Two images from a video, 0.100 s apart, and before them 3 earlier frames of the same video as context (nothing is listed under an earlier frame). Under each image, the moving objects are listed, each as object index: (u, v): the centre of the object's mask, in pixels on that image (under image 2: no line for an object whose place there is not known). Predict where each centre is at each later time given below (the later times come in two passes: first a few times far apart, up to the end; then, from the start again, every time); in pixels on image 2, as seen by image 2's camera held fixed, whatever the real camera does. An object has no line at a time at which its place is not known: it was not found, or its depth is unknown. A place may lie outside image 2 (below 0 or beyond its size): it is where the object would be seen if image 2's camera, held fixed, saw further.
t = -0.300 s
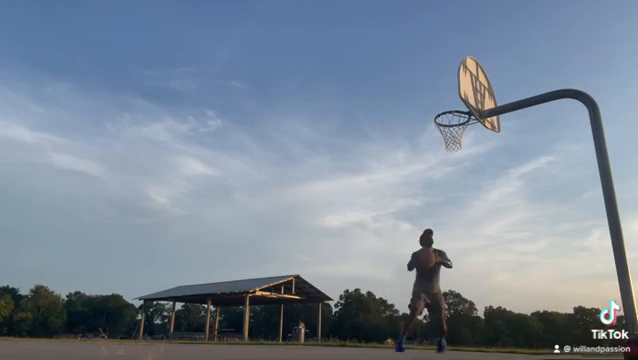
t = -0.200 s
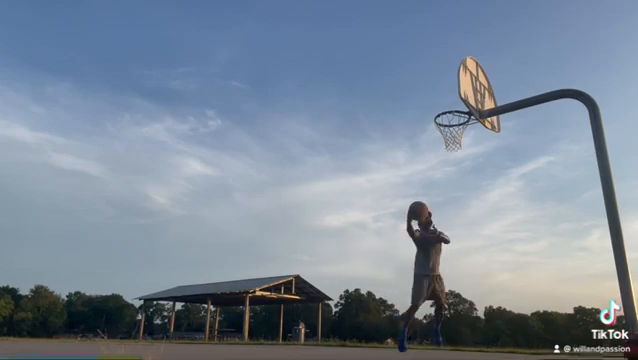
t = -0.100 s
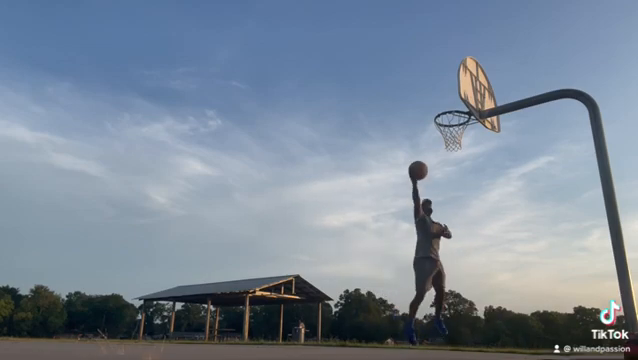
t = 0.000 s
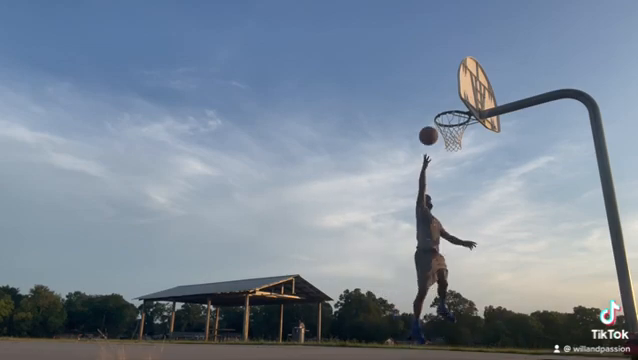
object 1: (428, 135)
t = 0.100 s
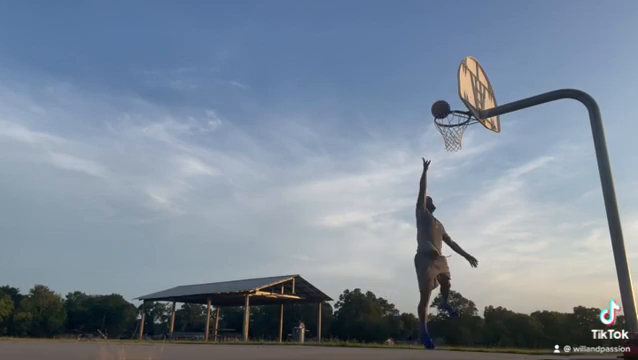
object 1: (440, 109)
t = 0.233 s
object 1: (453, 87)
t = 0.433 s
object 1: (453, 87)
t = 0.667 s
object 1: (450, 120)
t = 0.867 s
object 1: (450, 143)
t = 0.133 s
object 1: (444, 102)
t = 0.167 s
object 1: (448, 96)
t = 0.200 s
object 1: (451, 91)
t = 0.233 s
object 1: (453, 87)
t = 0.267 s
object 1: (454, 83)
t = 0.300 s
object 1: (455, 80)
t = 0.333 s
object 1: (455, 81)
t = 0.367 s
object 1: (454, 82)
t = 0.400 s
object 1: (454, 84)
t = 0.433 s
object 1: (453, 87)
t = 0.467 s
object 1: (453, 89)
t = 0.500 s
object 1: (453, 93)
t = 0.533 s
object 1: (453, 98)
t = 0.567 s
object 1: (453, 103)
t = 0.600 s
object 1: (452, 108)
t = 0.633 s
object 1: (451, 115)
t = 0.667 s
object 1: (450, 120)
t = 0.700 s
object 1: (450, 124)
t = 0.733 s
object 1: (449, 129)
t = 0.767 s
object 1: (449, 134)
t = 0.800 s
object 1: (449, 137)
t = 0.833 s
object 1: (450, 139)
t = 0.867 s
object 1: (450, 143)
